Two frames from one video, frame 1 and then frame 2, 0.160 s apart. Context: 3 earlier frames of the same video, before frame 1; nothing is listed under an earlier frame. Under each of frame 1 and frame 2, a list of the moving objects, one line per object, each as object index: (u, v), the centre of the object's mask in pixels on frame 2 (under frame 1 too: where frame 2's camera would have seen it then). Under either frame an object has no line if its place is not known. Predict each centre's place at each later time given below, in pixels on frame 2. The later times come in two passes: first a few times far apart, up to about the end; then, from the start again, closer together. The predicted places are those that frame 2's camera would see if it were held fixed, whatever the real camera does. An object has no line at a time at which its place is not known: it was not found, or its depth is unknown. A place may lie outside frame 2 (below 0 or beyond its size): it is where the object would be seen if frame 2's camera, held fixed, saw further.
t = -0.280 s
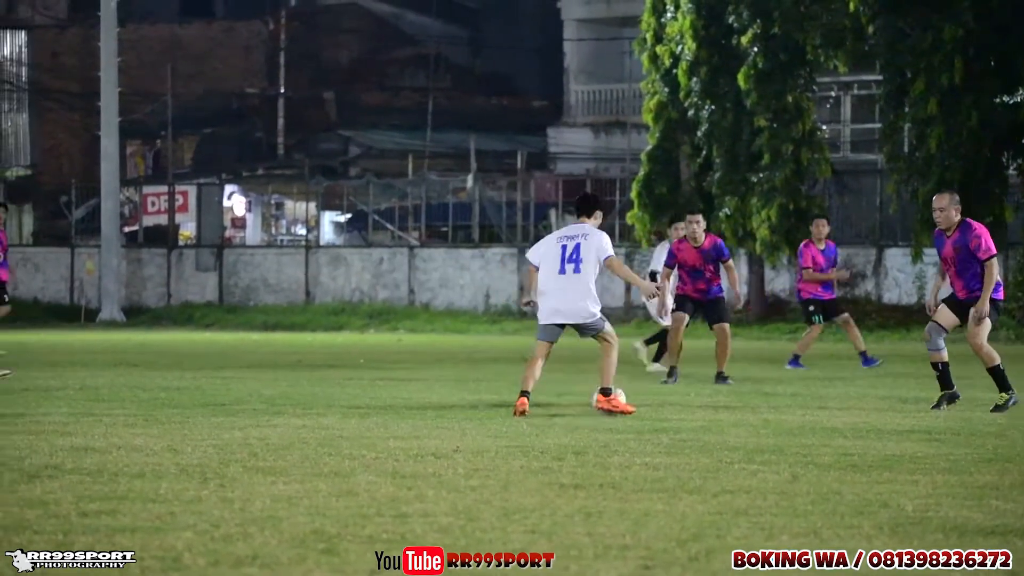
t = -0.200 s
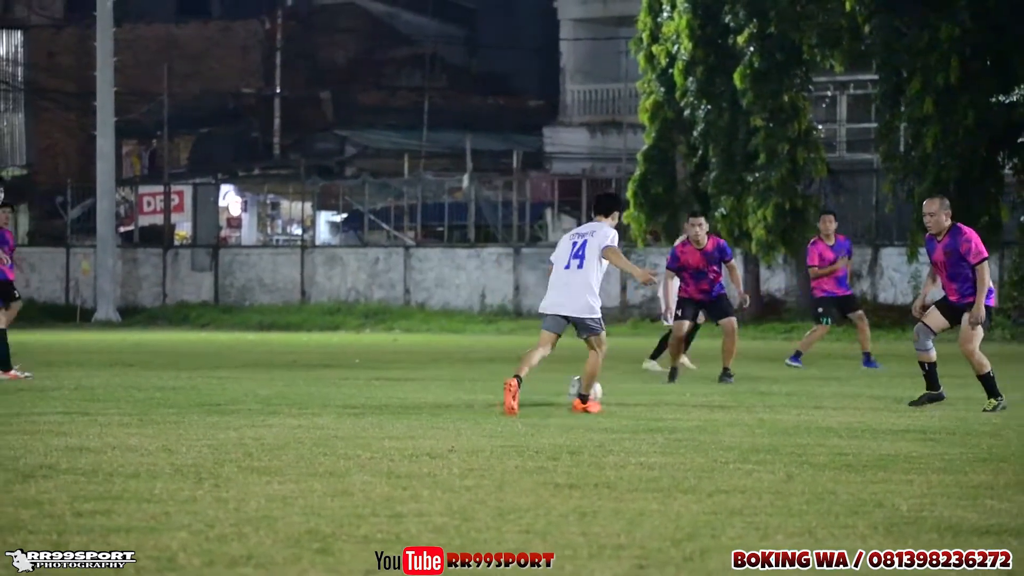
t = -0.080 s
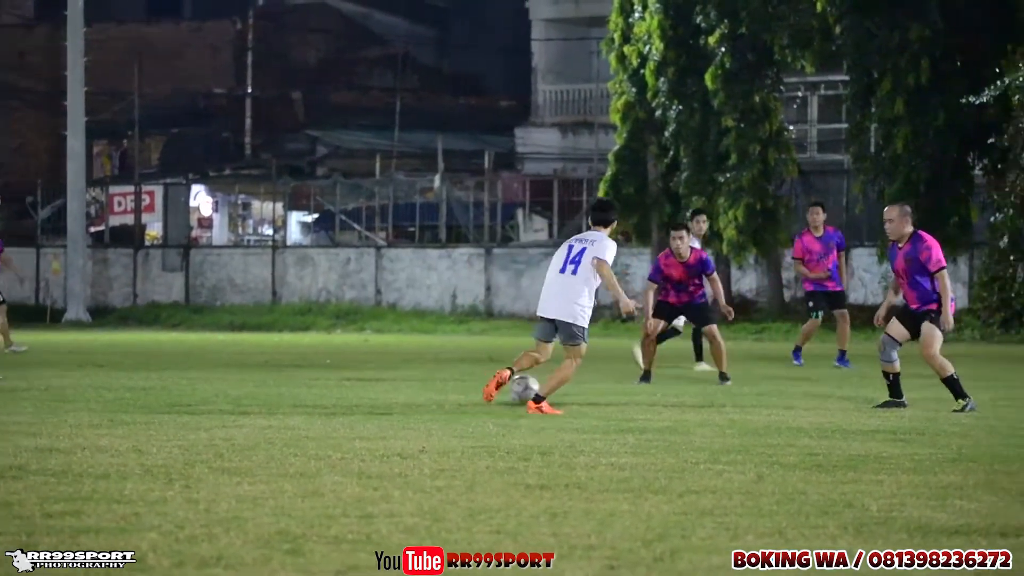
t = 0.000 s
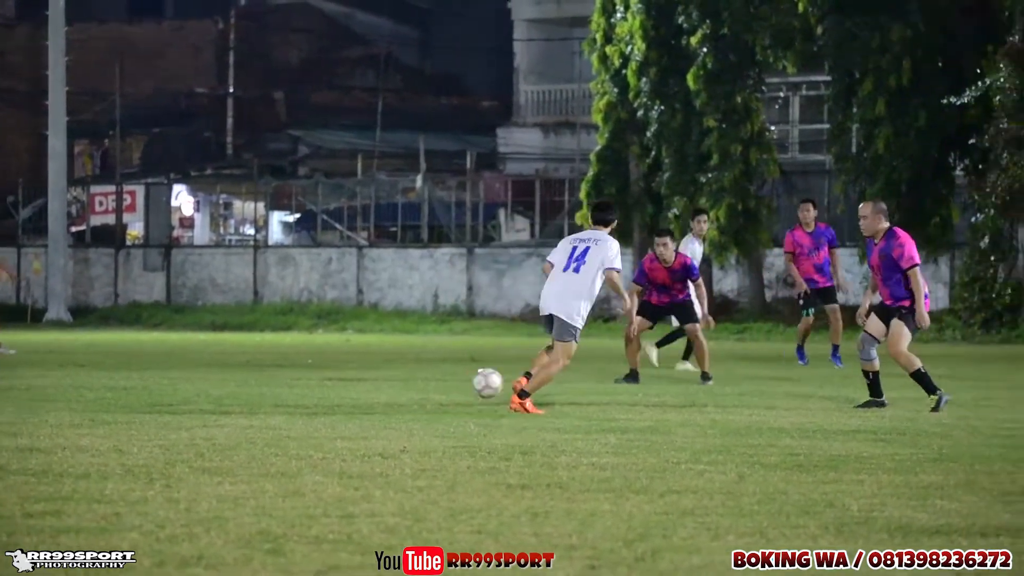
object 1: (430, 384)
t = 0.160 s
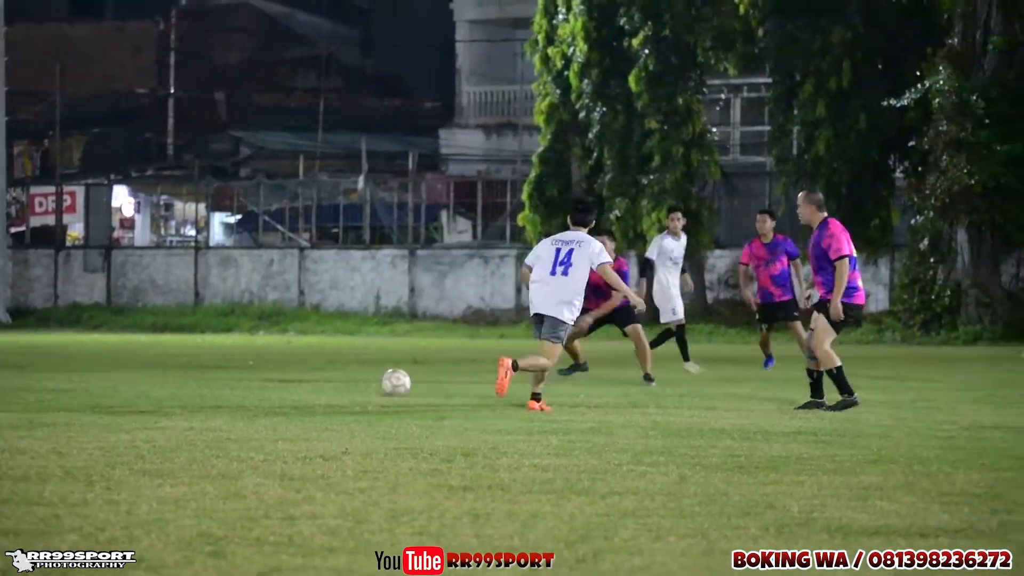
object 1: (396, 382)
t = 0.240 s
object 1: (383, 381)
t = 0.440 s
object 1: (355, 373)
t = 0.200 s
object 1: (390, 381)
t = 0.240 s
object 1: (383, 381)
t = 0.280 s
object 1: (377, 378)
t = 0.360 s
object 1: (365, 376)
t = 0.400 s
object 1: (360, 376)
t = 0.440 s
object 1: (355, 373)
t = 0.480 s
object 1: (351, 371)
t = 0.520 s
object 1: (347, 371)
